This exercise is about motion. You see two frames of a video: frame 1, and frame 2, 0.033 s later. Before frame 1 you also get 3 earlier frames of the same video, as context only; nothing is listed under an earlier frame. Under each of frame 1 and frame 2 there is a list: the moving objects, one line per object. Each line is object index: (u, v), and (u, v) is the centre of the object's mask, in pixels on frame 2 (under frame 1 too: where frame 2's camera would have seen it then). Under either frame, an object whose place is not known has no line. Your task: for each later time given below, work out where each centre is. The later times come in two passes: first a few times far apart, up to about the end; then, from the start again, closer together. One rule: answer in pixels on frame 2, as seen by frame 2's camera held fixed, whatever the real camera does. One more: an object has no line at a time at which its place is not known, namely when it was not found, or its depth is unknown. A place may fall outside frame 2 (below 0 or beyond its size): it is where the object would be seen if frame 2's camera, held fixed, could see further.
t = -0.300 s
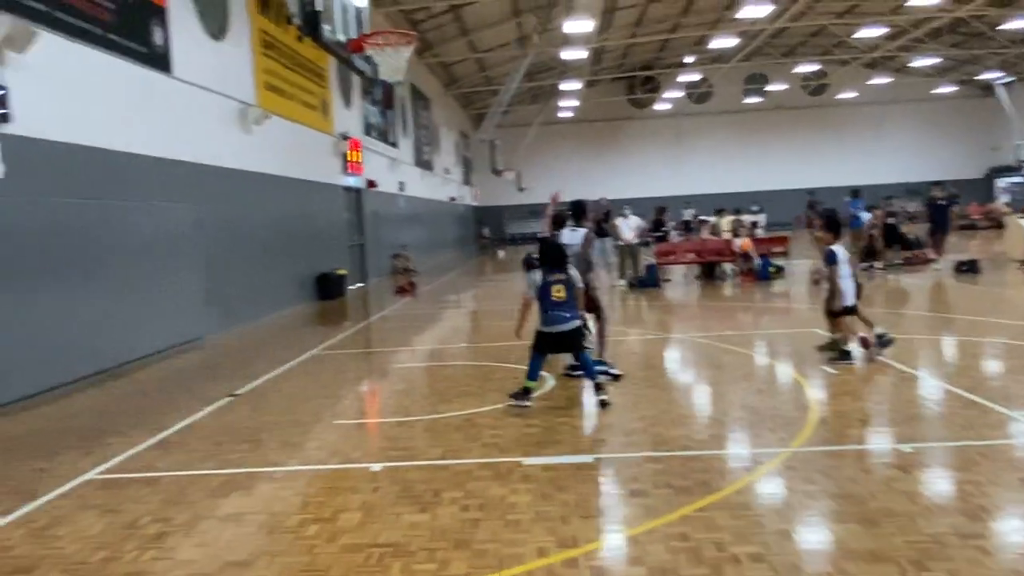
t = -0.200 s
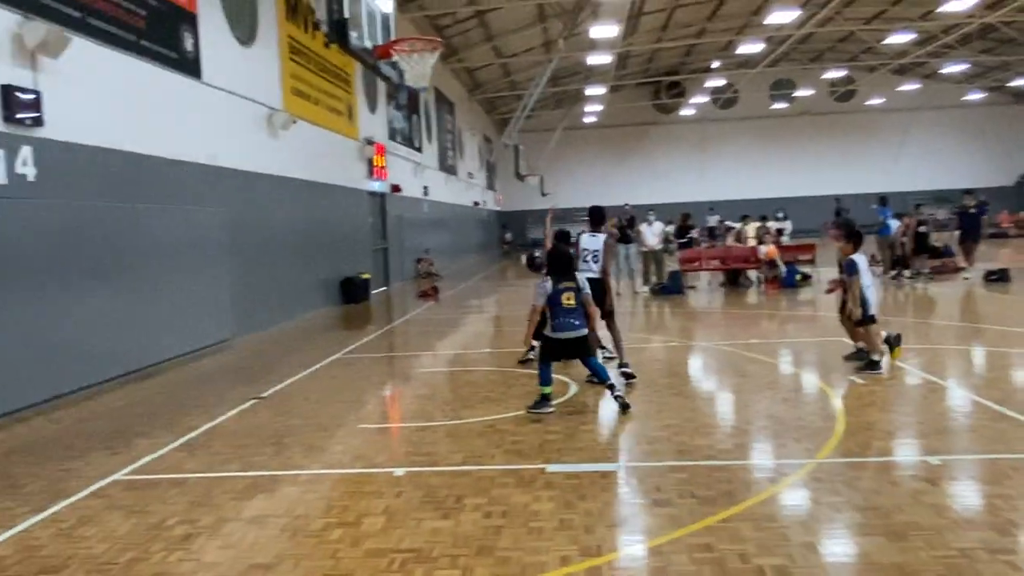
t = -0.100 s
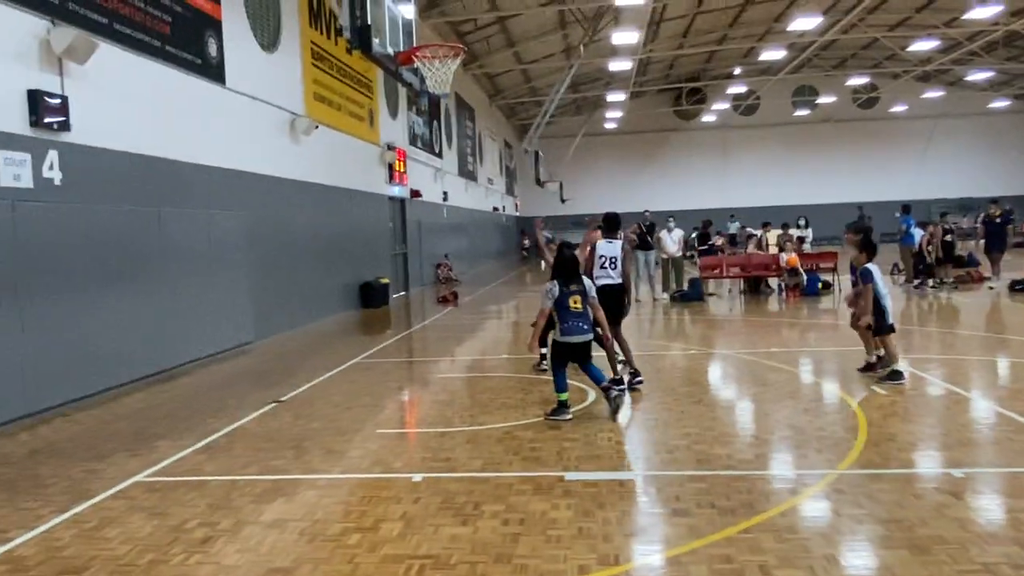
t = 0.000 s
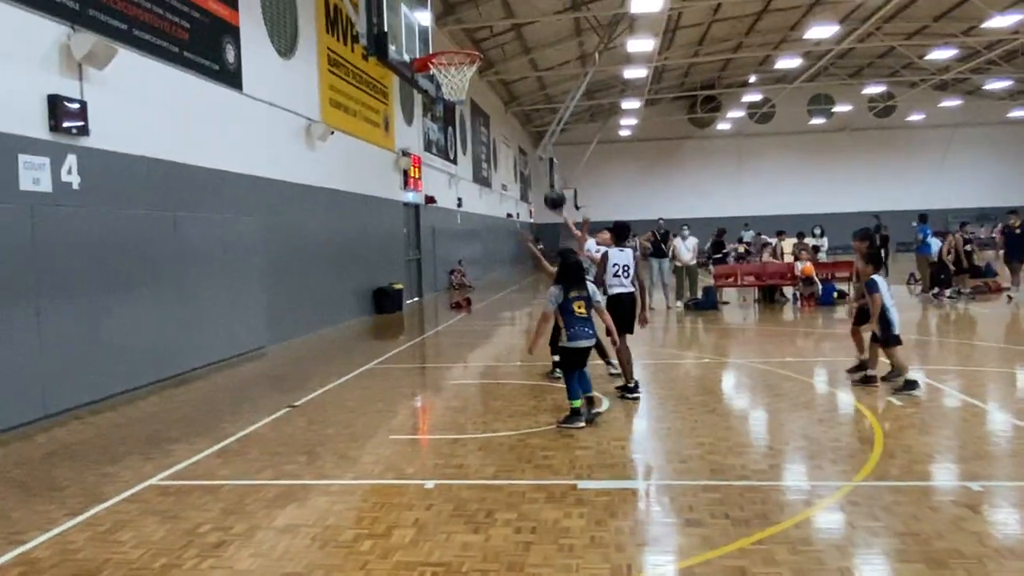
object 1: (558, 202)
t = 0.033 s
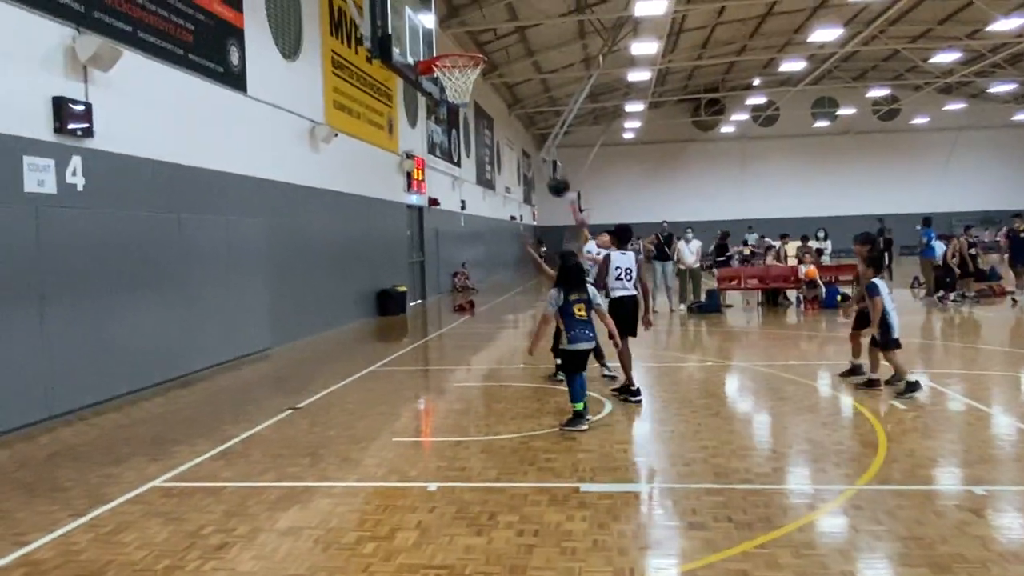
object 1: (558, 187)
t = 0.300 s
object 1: (561, 90)
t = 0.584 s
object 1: (565, 61)
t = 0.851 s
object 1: (571, 98)
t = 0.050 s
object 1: (559, 175)
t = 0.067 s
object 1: (559, 171)
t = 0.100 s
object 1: (559, 156)
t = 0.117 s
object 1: (559, 149)
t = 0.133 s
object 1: (559, 142)
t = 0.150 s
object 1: (560, 135)
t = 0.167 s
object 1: (560, 131)
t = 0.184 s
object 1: (561, 124)
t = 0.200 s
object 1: (560, 119)
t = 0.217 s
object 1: (560, 114)
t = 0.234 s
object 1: (560, 109)
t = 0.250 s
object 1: (560, 104)
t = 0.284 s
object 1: (561, 95)
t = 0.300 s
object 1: (561, 90)
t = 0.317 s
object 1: (561, 87)
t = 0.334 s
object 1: (562, 83)
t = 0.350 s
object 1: (562, 79)
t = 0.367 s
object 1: (562, 77)
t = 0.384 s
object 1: (562, 74)
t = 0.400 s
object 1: (562, 72)
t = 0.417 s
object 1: (562, 70)
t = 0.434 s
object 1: (563, 68)
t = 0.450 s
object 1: (563, 66)
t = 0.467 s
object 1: (564, 65)
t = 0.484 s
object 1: (564, 63)
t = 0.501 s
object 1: (564, 62)
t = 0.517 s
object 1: (564, 61)
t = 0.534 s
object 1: (565, 61)
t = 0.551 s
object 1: (565, 61)
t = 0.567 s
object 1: (565, 61)
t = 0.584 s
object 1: (565, 61)
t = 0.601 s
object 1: (566, 61)
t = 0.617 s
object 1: (566, 62)
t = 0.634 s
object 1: (566, 62)
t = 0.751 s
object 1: (569, 77)
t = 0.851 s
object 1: (571, 98)
